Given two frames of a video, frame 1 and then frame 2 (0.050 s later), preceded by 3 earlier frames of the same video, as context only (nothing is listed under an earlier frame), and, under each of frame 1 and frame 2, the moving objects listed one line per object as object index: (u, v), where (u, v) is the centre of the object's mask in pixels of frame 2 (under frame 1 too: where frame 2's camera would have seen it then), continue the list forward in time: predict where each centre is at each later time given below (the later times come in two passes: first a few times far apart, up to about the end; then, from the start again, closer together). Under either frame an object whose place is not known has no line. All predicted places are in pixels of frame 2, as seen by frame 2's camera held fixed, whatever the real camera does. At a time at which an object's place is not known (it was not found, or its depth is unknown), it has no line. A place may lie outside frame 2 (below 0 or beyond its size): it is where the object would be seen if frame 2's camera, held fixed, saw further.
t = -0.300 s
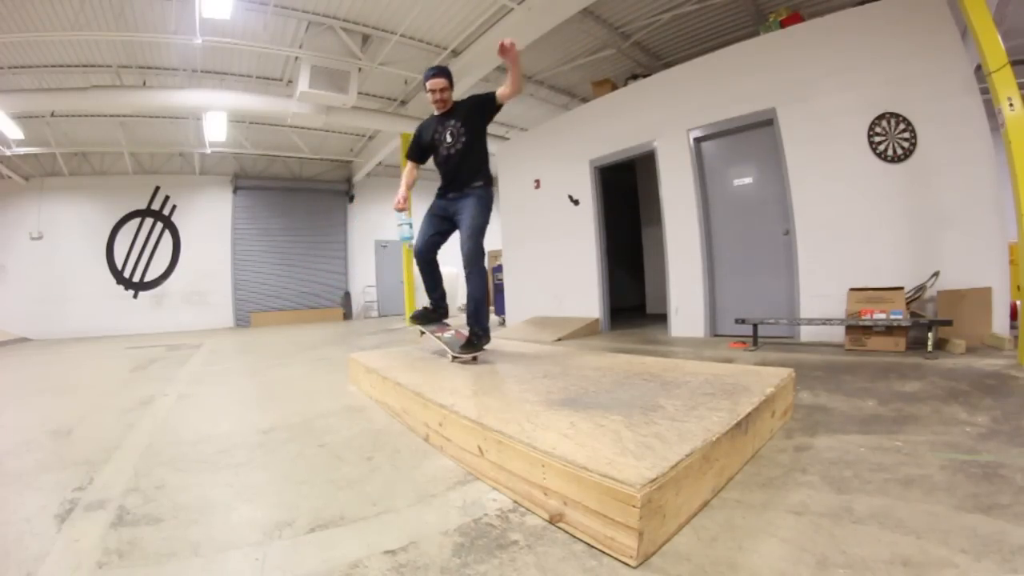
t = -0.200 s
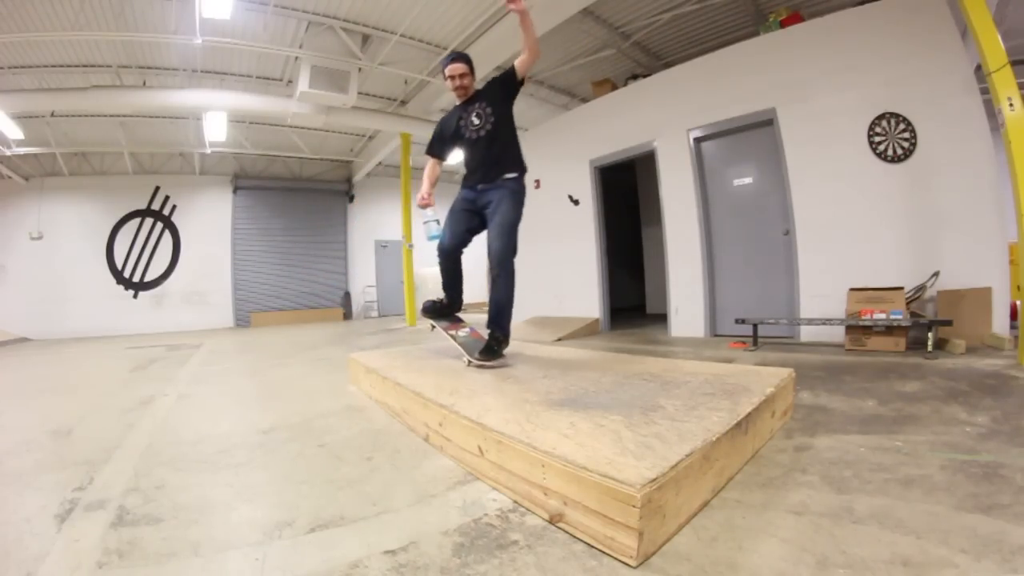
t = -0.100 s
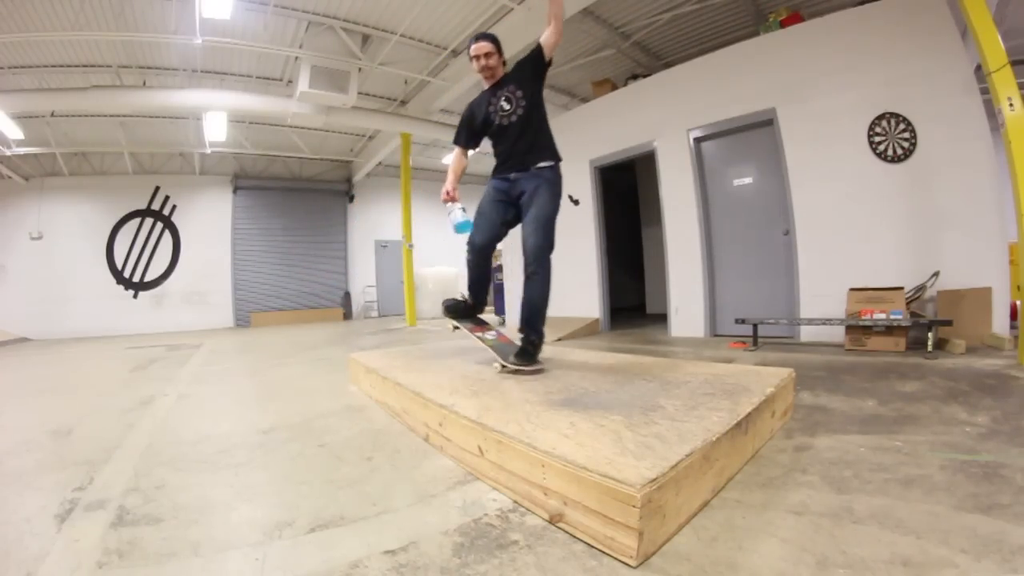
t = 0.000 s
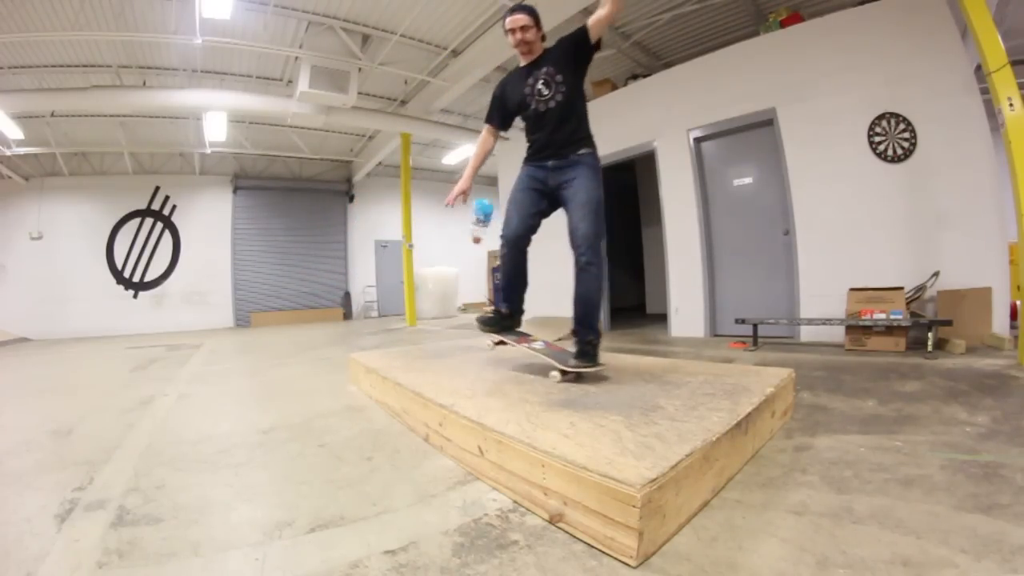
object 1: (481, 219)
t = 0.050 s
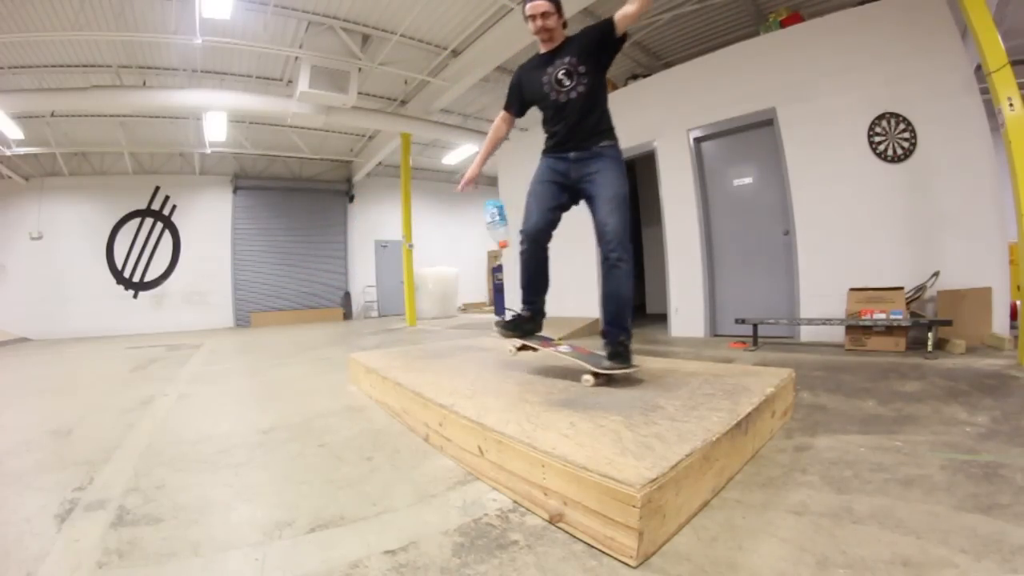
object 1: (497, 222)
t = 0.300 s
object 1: (579, 333)
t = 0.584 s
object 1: (623, 381)
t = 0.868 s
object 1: (641, 382)
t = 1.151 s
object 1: (641, 382)
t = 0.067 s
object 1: (502, 223)
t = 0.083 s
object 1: (506, 223)
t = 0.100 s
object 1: (511, 225)
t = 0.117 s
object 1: (516, 228)
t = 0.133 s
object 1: (521, 232)
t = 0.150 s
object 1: (527, 237)
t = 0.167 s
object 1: (532, 242)
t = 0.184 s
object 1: (537, 249)
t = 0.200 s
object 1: (542, 258)
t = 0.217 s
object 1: (547, 268)
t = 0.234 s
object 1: (553, 279)
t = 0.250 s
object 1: (559, 291)
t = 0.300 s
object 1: (579, 333)
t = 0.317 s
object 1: (586, 350)
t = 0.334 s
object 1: (592, 368)
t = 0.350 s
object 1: (598, 381)
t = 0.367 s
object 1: (600, 380)
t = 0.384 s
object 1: (603, 380)
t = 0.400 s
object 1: (605, 380)
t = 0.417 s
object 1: (607, 381)
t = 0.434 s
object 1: (609, 380)
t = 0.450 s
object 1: (610, 380)
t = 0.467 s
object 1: (611, 380)
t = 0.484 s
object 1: (613, 380)
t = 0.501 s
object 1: (614, 380)
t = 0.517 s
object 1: (616, 380)
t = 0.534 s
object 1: (617, 380)
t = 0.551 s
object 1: (619, 381)
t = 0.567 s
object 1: (621, 381)
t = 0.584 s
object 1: (623, 381)
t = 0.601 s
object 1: (625, 381)
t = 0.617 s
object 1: (628, 383)
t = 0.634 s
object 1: (630, 383)
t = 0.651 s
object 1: (631, 383)
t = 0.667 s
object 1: (631, 383)
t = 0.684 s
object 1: (632, 383)
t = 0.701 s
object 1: (632, 383)
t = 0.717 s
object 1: (632, 383)
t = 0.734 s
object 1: (633, 383)
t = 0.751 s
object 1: (634, 383)
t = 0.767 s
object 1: (635, 383)
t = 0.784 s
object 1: (636, 383)
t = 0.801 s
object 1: (637, 383)
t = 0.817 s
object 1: (639, 383)
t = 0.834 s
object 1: (640, 383)
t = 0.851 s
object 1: (641, 383)
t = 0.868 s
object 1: (641, 382)
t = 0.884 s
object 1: (641, 382)
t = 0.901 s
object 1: (641, 382)
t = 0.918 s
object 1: (640, 382)
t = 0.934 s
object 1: (640, 382)
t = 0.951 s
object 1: (641, 382)
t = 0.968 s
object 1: (641, 382)
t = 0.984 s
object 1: (641, 382)
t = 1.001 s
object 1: (641, 382)
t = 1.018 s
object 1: (641, 382)
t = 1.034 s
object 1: (641, 382)
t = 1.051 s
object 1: (641, 382)
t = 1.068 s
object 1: (641, 382)
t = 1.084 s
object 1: (641, 382)
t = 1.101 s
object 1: (641, 382)
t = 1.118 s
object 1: (641, 382)
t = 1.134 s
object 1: (641, 382)
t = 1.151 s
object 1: (641, 382)
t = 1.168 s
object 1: (640, 382)
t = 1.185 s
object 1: (640, 382)
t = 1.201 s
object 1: (640, 382)
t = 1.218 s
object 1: (640, 382)
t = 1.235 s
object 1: (641, 382)
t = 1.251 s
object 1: (640, 382)
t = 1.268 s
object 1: (640, 382)
